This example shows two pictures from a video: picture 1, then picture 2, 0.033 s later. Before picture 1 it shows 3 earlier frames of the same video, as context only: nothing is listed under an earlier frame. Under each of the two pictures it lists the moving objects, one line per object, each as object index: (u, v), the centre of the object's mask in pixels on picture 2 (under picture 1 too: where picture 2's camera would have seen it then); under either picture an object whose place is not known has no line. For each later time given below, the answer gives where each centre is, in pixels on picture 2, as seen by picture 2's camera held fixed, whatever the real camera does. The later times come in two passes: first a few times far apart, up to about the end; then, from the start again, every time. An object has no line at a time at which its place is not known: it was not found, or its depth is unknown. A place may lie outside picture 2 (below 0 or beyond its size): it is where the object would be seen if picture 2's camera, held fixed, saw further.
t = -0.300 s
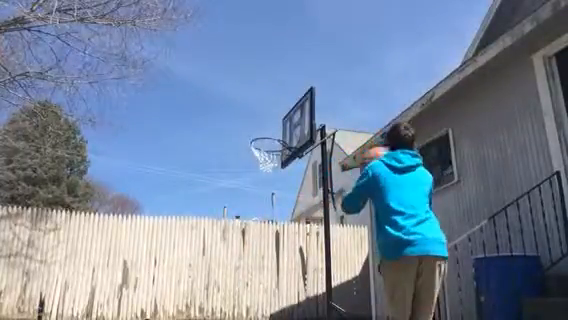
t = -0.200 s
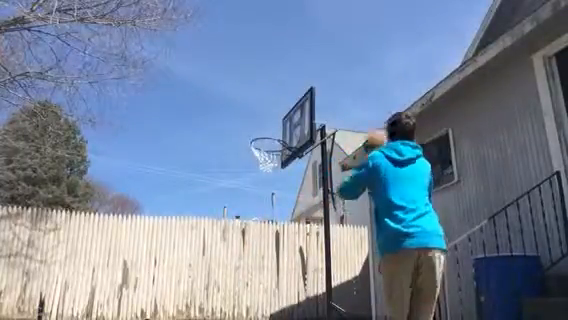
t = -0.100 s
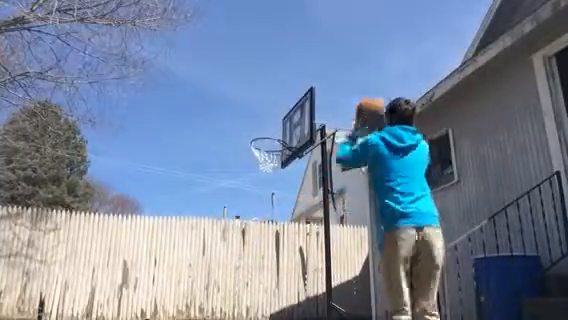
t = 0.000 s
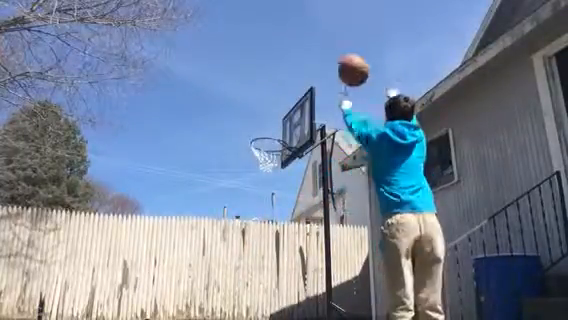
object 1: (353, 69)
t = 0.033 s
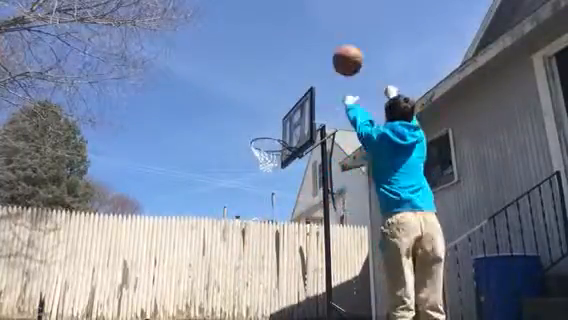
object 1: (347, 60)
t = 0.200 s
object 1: (323, 36)
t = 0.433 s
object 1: (300, 48)
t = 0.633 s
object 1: (285, 86)
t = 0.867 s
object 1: (279, 121)
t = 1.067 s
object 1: (287, 113)
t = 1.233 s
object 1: (295, 127)
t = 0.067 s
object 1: (342, 52)
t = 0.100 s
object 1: (336, 46)
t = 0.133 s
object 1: (332, 41)
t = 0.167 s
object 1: (327, 38)
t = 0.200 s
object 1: (323, 36)
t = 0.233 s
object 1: (320, 35)
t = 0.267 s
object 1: (316, 35)
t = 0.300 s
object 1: (313, 36)
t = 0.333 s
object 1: (309, 38)
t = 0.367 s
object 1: (306, 40)
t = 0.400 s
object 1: (303, 44)
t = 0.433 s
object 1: (300, 48)
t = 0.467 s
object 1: (298, 53)
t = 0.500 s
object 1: (295, 58)
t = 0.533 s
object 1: (293, 64)
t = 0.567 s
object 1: (290, 71)
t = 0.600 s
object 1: (288, 78)
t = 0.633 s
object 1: (285, 86)
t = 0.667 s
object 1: (283, 96)
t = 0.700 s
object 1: (280, 104)
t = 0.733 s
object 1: (279, 113)
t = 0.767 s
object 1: (277, 123)
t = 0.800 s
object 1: (276, 130)
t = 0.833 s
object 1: (277, 126)
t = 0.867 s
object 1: (279, 121)
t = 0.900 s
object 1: (280, 118)
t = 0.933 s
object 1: (281, 116)
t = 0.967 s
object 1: (282, 113)
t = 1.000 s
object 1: (283, 112)
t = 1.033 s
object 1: (286, 112)
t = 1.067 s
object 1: (287, 113)
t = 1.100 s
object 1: (289, 114)
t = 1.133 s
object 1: (290, 116)
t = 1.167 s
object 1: (292, 119)
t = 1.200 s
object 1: (293, 123)
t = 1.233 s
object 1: (295, 127)
